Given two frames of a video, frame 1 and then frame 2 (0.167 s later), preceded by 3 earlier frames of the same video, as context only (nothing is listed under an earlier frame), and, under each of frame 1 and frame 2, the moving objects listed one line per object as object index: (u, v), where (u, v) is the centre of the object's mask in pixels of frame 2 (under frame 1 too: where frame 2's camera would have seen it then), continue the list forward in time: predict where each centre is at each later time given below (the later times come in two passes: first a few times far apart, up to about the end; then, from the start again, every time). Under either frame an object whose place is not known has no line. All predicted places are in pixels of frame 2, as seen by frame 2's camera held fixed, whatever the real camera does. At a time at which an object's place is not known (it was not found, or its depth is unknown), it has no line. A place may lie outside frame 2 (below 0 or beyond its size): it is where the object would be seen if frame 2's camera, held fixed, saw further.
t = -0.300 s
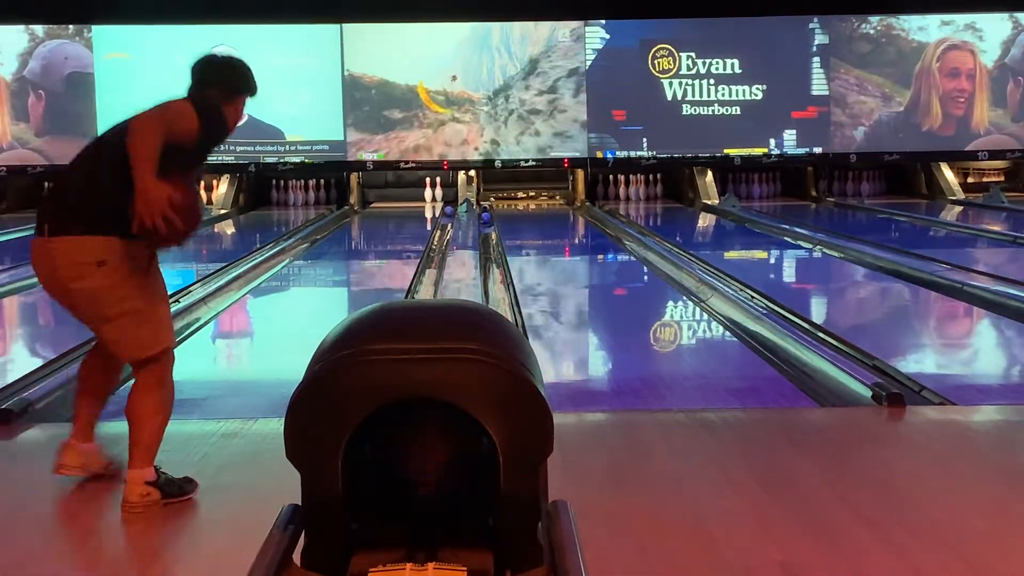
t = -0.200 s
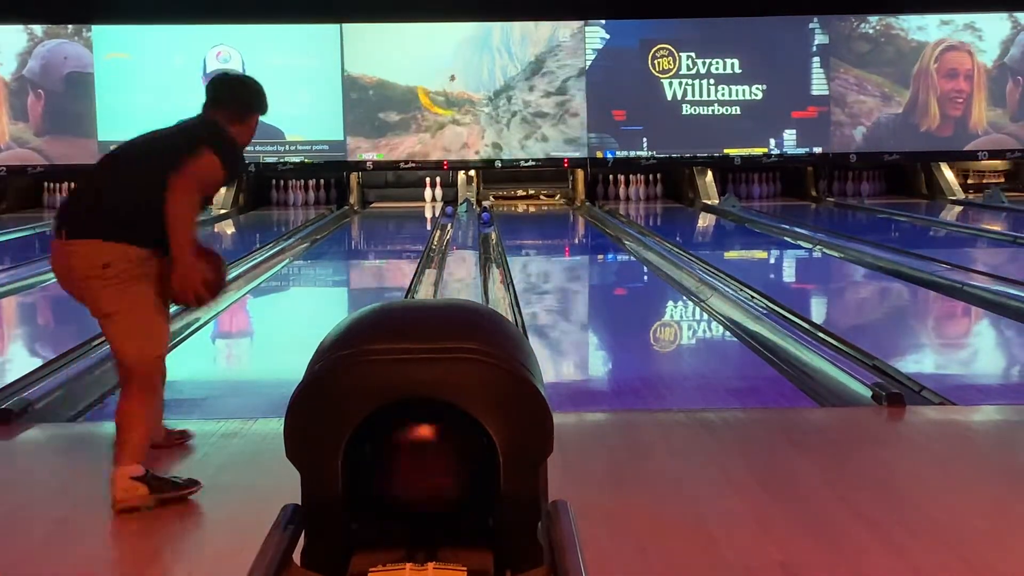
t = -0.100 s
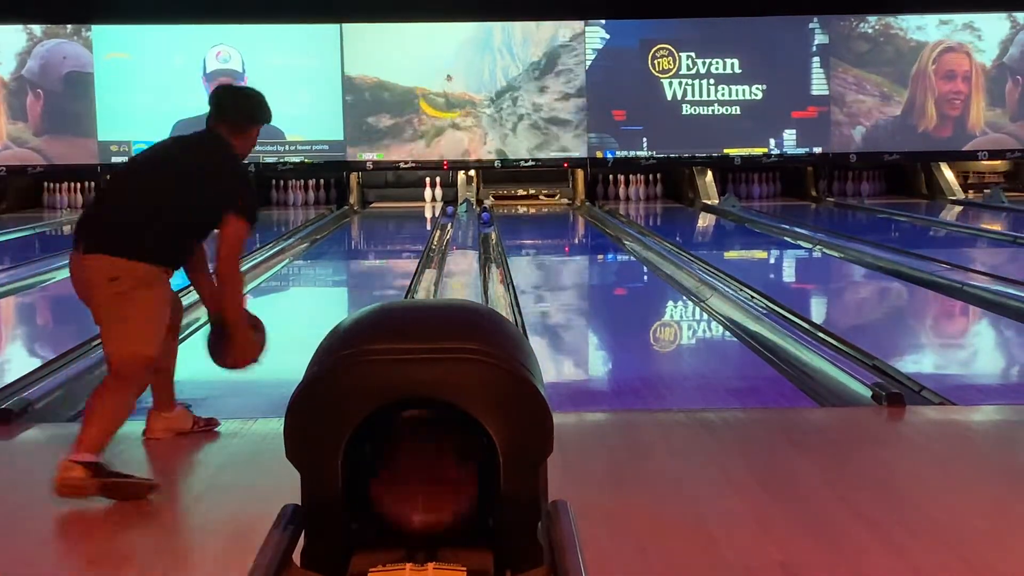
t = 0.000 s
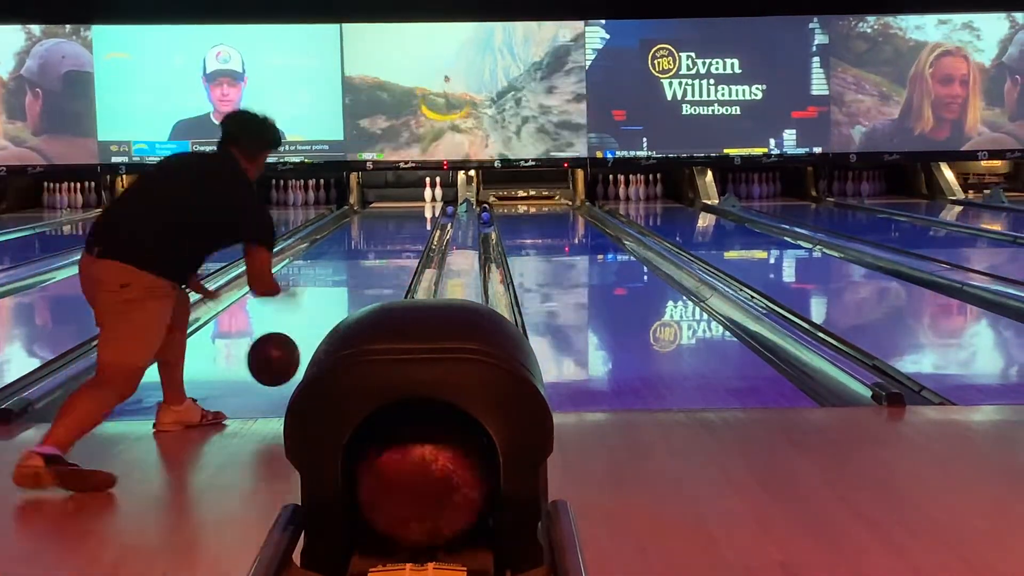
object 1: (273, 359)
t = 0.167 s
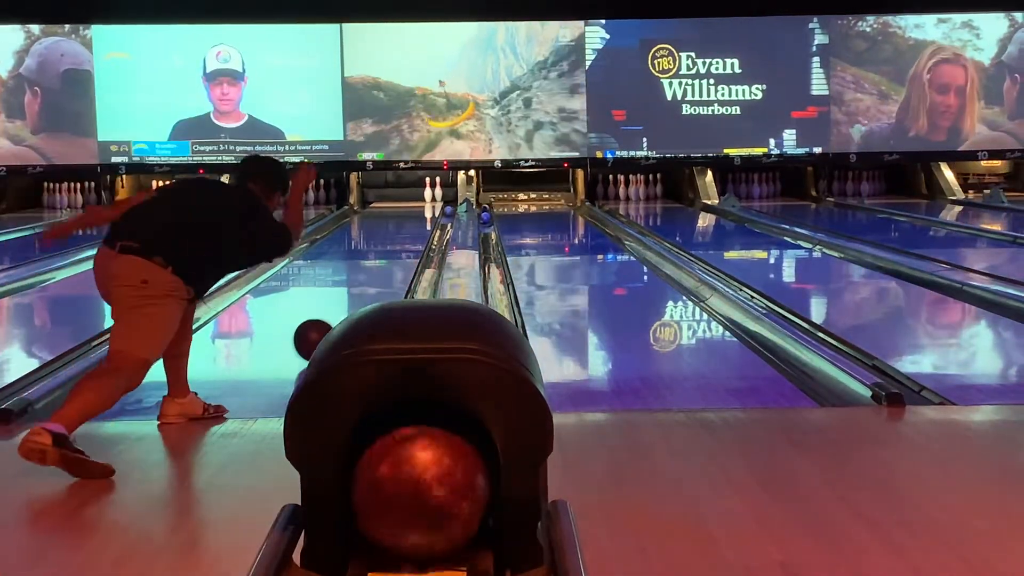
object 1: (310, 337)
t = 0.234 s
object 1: (323, 323)
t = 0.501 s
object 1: (365, 288)
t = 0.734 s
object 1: (386, 265)
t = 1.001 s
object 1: (402, 247)
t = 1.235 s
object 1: (411, 235)
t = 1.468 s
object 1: (418, 225)
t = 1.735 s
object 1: (423, 216)
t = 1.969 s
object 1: (426, 209)
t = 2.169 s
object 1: (427, 205)
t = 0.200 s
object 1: (316, 330)
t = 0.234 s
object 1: (323, 323)
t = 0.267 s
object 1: (330, 317)
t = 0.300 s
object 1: (336, 311)
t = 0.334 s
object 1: (342, 306)
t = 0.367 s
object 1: (347, 302)
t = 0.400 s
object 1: (352, 299)
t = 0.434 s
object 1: (357, 295)
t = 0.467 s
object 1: (361, 292)
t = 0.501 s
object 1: (365, 288)
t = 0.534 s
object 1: (369, 285)
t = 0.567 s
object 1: (372, 281)
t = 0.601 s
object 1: (375, 277)
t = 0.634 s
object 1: (378, 274)
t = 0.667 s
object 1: (381, 271)
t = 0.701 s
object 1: (384, 268)
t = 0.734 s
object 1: (386, 265)
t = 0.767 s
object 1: (388, 263)
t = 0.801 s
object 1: (391, 260)
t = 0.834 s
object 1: (393, 258)
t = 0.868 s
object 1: (395, 255)
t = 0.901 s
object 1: (397, 253)
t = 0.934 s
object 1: (399, 251)
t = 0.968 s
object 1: (401, 249)
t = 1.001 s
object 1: (402, 247)
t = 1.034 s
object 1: (404, 245)
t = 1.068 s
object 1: (405, 243)
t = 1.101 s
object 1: (406, 241)
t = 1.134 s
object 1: (408, 239)
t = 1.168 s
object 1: (409, 238)
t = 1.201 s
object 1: (410, 236)
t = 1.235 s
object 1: (411, 235)
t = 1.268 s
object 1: (412, 233)
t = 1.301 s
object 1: (414, 232)
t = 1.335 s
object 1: (414, 231)
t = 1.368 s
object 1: (415, 229)
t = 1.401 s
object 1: (416, 228)
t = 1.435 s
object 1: (417, 226)
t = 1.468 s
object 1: (418, 225)
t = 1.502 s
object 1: (418, 224)
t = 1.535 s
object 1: (419, 222)
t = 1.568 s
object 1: (420, 221)
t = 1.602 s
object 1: (421, 220)
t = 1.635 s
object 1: (421, 219)
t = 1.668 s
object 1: (422, 218)
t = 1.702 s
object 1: (422, 217)
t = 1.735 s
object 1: (423, 216)
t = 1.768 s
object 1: (423, 215)
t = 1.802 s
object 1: (424, 214)
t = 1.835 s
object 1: (424, 213)
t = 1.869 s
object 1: (424, 212)
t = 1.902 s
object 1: (425, 211)
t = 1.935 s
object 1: (426, 210)
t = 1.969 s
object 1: (426, 209)
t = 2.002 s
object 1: (426, 209)
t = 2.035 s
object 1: (426, 208)
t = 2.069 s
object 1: (427, 207)
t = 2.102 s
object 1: (426, 206)
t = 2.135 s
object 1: (427, 206)
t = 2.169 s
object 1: (427, 205)
